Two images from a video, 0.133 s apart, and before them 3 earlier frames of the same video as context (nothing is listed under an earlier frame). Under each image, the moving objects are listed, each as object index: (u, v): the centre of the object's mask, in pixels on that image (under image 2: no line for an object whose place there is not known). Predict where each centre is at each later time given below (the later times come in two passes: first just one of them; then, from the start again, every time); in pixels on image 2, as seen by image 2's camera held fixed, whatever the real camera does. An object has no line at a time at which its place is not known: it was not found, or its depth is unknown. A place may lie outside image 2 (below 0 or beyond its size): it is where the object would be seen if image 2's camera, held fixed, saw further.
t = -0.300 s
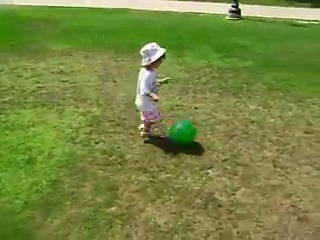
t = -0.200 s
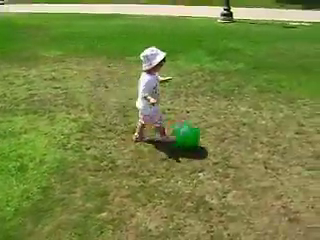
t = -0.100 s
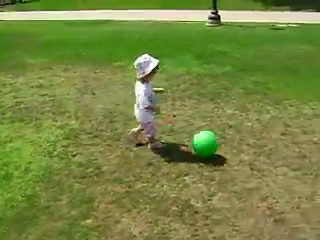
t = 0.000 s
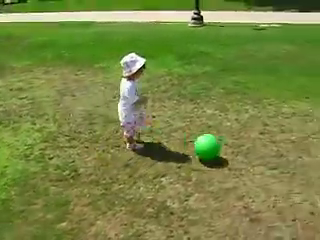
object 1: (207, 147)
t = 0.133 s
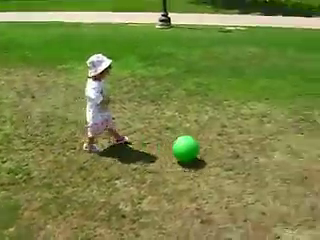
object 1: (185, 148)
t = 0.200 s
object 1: (195, 148)
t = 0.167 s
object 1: (190, 148)
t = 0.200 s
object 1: (195, 148)
